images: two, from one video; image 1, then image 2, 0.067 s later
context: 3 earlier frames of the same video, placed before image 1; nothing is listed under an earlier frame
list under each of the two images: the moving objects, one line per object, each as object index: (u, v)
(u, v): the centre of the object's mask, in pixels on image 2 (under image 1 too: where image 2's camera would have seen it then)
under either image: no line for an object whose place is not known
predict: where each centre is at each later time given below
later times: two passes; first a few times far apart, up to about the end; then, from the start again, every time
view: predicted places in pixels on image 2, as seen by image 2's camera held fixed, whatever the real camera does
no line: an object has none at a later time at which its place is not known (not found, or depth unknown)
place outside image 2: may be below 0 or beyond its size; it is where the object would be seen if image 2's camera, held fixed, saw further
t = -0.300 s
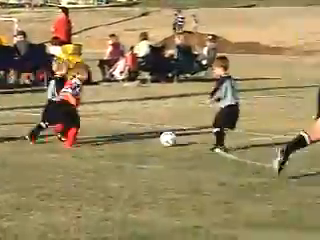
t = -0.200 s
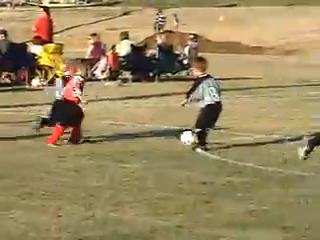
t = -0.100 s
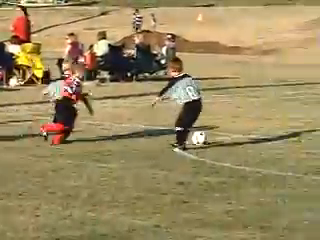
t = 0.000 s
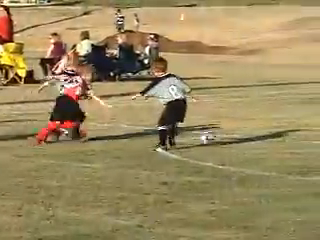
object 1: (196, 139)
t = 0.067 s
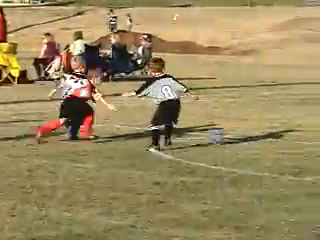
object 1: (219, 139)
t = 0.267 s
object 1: (250, 136)
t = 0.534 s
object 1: (286, 136)
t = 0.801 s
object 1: (314, 134)
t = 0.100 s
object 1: (223, 138)
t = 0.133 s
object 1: (230, 137)
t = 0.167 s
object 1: (235, 137)
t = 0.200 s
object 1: (240, 137)
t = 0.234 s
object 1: (245, 137)
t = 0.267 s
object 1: (250, 136)
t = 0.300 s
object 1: (256, 136)
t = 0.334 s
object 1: (260, 136)
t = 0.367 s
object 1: (264, 136)
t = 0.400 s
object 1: (270, 136)
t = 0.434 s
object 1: (274, 135)
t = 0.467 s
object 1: (278, 135)
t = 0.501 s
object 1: (282, 136)
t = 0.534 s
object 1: (286, 136)
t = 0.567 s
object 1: (290, 136)
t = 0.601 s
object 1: (294, 135)
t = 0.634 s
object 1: (297, 135)
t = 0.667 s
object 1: (301, 135)
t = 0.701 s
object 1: (305, 136)
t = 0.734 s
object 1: (308, 134)
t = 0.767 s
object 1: (311, 134)
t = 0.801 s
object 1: (314, 134)
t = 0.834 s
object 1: (317, 134)
